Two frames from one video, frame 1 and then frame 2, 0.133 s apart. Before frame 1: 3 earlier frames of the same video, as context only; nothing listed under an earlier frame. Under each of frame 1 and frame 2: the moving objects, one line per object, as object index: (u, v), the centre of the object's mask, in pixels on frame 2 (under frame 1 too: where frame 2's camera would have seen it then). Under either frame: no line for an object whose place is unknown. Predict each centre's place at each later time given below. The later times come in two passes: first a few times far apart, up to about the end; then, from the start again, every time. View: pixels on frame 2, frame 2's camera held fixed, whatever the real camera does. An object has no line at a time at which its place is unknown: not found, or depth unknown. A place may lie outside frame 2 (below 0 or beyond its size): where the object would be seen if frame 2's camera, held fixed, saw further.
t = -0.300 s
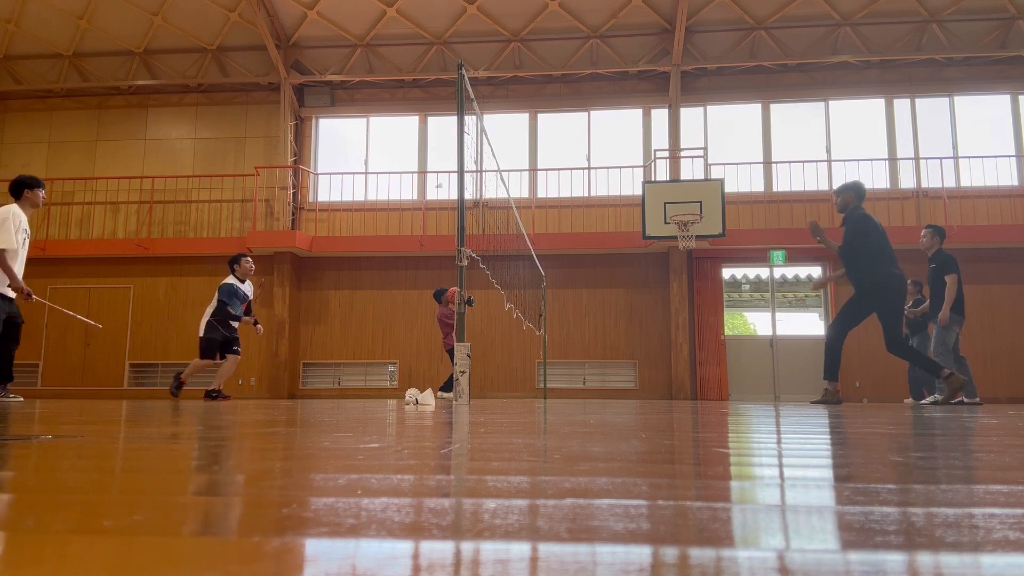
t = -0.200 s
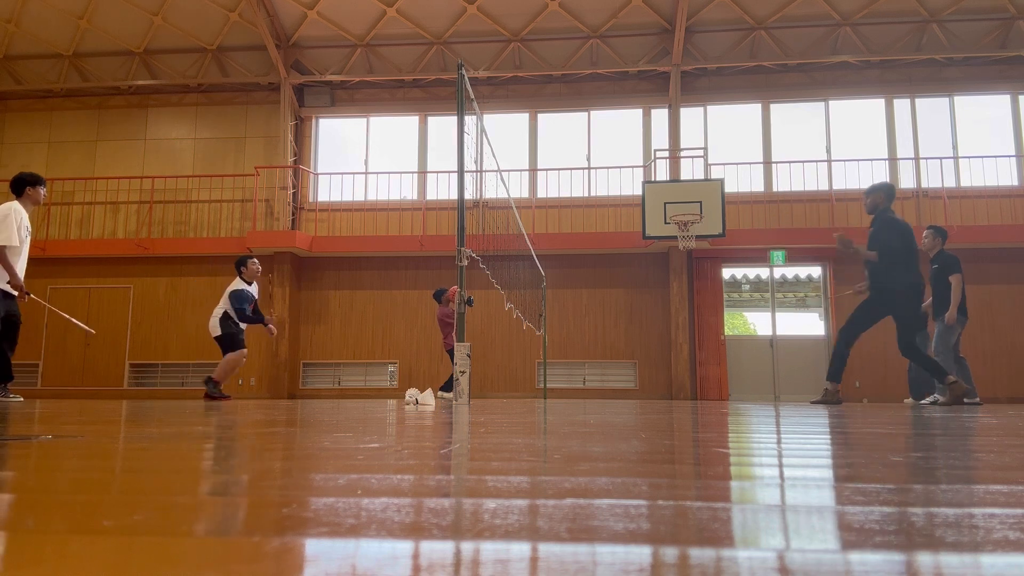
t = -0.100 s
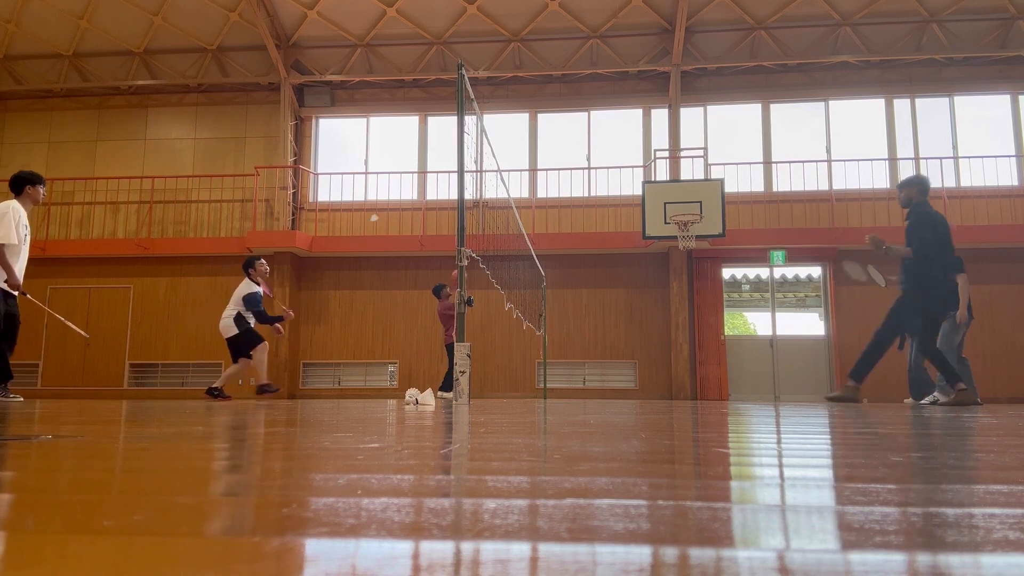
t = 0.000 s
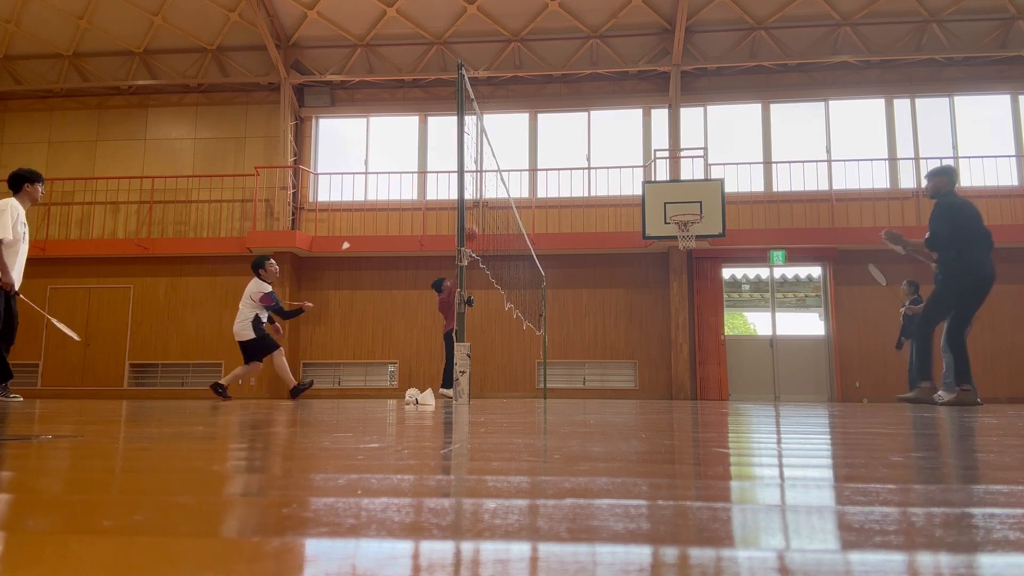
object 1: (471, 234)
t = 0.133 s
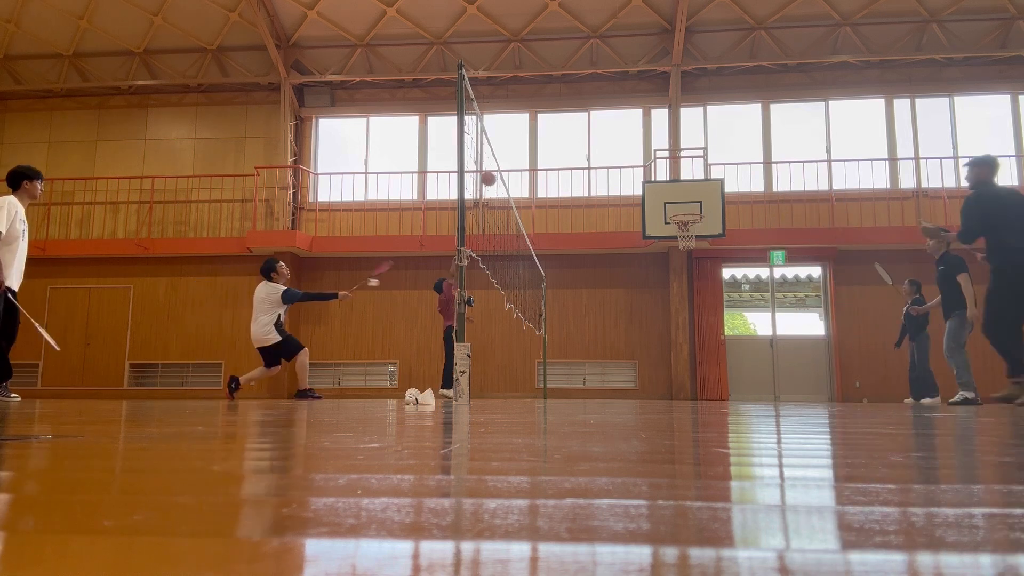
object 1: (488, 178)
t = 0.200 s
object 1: (500, 155)
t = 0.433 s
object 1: (528, 98)
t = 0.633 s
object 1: (554, 77)
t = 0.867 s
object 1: (585, 86)
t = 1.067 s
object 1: (611, 122)
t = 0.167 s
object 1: (491, 166)
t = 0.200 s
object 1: (500, 155)
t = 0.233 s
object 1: (502, 145)
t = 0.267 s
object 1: (506, 135)
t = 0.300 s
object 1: (511, 126)
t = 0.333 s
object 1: (515, 117)
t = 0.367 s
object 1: (519, 110)
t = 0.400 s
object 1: (524, 103)
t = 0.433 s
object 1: (528, 98)
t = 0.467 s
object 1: (533, 93)
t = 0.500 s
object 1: (537, 88)
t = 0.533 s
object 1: (541, 85)
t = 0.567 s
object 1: (546, 82)
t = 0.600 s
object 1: (550, 80)
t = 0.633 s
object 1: (554, 77)
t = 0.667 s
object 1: (558, 77)
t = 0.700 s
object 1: (563, 77)
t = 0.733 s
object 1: (567, 78)
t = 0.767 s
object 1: (572, 78)
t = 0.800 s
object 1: (576, 80)
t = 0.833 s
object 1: (580, 82)
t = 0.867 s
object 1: (585, 86)
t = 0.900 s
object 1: (589, 90)
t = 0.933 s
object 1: (594, 95)
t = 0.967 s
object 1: (598, 100)
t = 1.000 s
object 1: (602, 106)
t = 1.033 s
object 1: (607, 113)
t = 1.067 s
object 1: (611, 122)
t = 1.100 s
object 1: (616, 130)
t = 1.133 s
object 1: (620, 140)
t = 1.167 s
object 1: (625, 150)
